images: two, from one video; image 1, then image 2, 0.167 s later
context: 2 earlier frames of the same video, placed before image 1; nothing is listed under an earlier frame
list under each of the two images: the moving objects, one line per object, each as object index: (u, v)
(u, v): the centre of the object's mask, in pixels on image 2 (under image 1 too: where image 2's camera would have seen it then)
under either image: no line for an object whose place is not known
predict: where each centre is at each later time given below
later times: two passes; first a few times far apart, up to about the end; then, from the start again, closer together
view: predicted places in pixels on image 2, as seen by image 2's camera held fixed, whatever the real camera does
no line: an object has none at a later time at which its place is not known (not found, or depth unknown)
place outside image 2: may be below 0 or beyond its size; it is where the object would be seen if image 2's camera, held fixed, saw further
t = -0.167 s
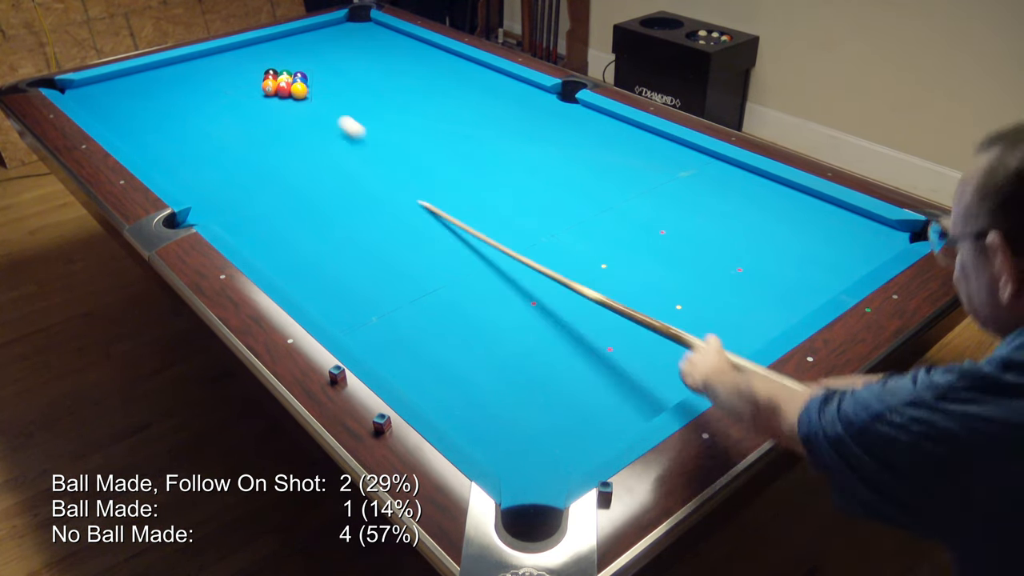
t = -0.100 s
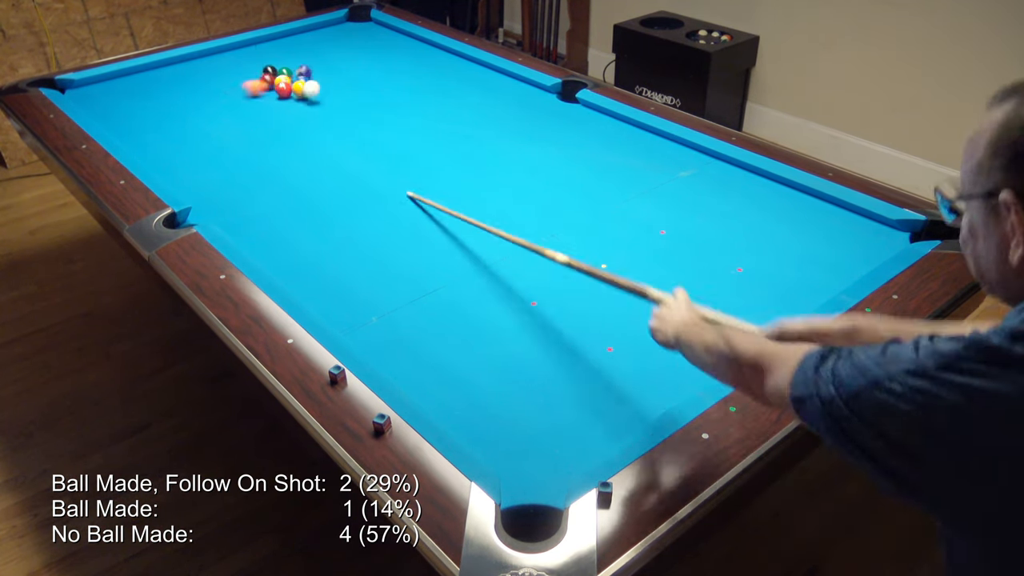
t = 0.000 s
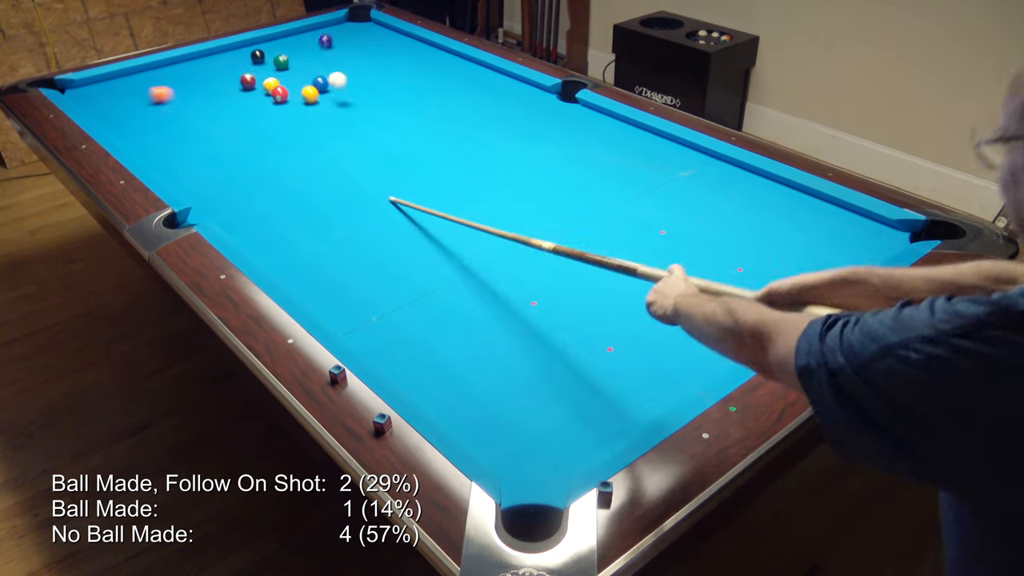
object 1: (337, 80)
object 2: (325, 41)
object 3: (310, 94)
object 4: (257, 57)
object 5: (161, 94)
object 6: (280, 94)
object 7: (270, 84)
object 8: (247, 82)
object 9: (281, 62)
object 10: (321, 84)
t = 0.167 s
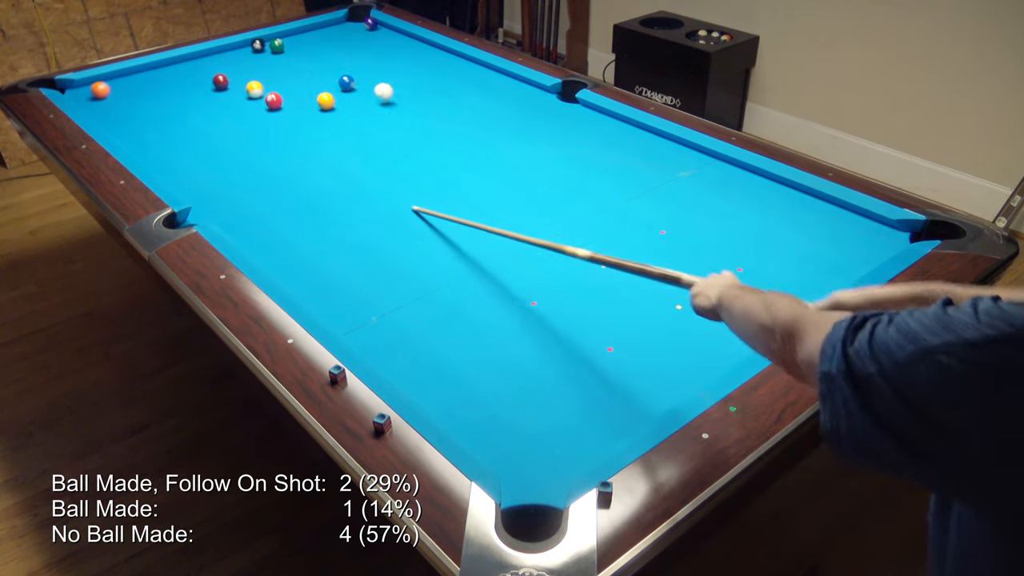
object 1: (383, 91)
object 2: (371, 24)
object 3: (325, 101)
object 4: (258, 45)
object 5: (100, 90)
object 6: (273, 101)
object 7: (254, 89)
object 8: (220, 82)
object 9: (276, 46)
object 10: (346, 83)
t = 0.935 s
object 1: (486, 68)
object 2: (383, 125)
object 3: (400, 130)
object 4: (343, 78)
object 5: (291, 44)
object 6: (246, 132)
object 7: (181, 105)
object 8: (102, 83)
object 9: (359, 44)
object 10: (456, 78)
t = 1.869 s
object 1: (439, 79)
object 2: (412, 369)
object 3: (491, 166)
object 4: (457, 121)
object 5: (379, 49)
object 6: (211, 165)
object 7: (105, 121)
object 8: (72, 85)
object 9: (453, 57)
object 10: (508, 88)
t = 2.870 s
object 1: (409, 85)
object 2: (541, 396)
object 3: (580, 203)
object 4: (592, 172)
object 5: (352, 95)
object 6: (192, 190)
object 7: (125, 114)
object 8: (74, 86)
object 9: (477, 82)
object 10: (510, 106)
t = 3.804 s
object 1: (399, 87)
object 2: (479, 333)
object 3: (652, 232)
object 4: (725, 222)
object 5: (326, 140)
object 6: (204, 190)
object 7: (128, 113)
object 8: (74, 86)
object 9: (494, 100)
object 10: (514, 113)
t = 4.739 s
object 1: (400, 87)
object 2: (445, 296)
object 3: (708, 252)
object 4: (858, 267)
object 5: (298, 184)
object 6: (204, 190)
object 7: (128, 113)
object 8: (74, 86)
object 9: (501, 110)
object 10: (517, 115)
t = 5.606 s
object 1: (400, 87)
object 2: (428, 277)
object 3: (738, 263)
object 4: (817, 246)
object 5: (274, 220)
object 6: (204, 190)
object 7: (128, 113)
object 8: (73, 86)
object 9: (500, 110)
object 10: (519, 115)
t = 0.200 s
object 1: (392, 94)
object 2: (371, 27)
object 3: (329, 102)
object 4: (263, 47)
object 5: (111, 85)
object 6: (272, 102)
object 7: (251, 90)
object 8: (215, 82)
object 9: (276, 43)
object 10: (352, 83)
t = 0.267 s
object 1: (407, 94)
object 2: (371, 35)
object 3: (335, 105)
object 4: (269, 50)
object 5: (129, 77)
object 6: (270, 105)
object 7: (244, 92)
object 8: (204, 82)
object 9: (276, 36)
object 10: (362, 82)
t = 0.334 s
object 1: (421, 93)
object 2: (373, 43)
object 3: (342, 107)
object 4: (277, 53)
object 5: (144, 70)
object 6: (267, 108)
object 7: (238, 93)
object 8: (193, 82)
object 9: (284, 37)
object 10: (372, 82)
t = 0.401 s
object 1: (432, 91)
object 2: (373, 50)
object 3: (348, 110)
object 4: (284, 55)
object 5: (159, 64)
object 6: (265, 110)
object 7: (231, 94)
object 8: (183, 82)
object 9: (293, 38)
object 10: (381, 82)
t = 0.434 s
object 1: (437, 90)
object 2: (374, 54)
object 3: (351, 111)
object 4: (287, 56)
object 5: (168, 62)
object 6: (264, 112)
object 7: (228, 95)
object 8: (178, 82)
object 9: (297, 38)
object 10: (387, 81)
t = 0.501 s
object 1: (445, 86)
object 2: (375, 62)
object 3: (358, 114)
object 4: (295, 59)
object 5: (186, 59)
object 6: (261, 114)
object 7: (222, 96)
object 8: (167, 82)
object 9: (305, 39)
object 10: (396, 81)
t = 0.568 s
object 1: (453, 83)
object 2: (376, 71)
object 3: (364, 116)
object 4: (302, 62)
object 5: (202, 57)
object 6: (259, 117)
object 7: (215, 98)
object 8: (157, 82)
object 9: (313, 40)
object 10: (406, 80)
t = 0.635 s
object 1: (460, 80)
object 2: (377, 79)
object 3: (371, 119)
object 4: (309, 65)
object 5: (219, 54)
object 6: (256, 120)
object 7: (209, 99)
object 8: (147, 83)
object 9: (322, 41)
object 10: (415, 80)
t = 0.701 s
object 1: (467, 76)
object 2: (378, 89)
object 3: (378, 121)
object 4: (317, 68)
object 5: (235, 52)
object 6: (254, 122)
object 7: (203, 100)
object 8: (137, 82)
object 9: (330, 41)
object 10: (424, 80)
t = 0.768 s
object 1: (474, 73)
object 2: (379, 99)
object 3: (384, 124)
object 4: (324, 71)
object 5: (252, 50)
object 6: (252, 125)
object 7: (196, 102)
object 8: (127, 82)
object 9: (338, 42)
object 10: (434, 79)
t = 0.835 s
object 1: (481, 71)
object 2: (381, 109)
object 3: (390, 127)
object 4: (332, 74)
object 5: (267, 47)
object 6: (249, 128)
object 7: (190, 103)
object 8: (117, 82)
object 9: (346, 43)
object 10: (443, 79)
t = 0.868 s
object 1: (485, 69)
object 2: (381, 114)
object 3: (394, 128)
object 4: (335, 75)
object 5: (276, 46)
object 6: (248, 129)
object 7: (187, 104)
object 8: (112, 83)
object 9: (350, 44)
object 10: (448, 79)
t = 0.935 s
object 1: (486, 68)
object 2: (383, 125)
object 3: (400, 130)
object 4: (343, 78)
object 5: (291, 44)
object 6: (246, 132)
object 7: (181, 105)
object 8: (102, 83)
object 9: (359, 44)
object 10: (456, 78)
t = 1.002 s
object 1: (481, 70)
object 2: (384, 136)
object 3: (407, 133)
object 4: (351, 81)
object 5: (306, 42)
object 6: (243, 134)
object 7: (175, 106)
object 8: (93, 83)
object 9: (366, 45)
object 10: (465, 78)
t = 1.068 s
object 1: (479, 68)
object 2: (386, 148)
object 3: (413, 136)
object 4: (359, 84)
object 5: (321, 39)
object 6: (241, 137)
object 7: (169, 108)
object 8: (82, 83)
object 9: (374, 46)
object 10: (474, 78)
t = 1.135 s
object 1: (472, 71)
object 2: (387, 161)
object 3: (420, 138)
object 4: (366, 87)
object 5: (335, 37)
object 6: (238, 139)
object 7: (163, 109)
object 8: (74, 85)
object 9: (382, 46)
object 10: (482, 77)
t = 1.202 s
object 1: (470, 72)
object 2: (389, 175)
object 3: (426, 141)
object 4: (374, 90)
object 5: (349, 35)
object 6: (235, 142)
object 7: (158, 110)
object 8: (69, 86)
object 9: (390, 47)
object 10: (491, 77)
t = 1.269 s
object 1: (467, 73)
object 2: (390, 189)
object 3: (433, 143)
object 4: (382, 93)
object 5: (363, 33)
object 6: (233, 145)
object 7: (152, 111)
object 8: (65, 87)
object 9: (398, 48)
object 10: (499, 77)
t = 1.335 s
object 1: (463, 74)
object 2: (392, 204)
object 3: (439, 146)
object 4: (391, 96)
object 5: (377, 31)
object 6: (231, 147)
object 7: (146, 113)
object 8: (62, 87)
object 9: (406, 49)
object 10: (507, 77)
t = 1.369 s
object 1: (462, 74)
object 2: (393, 212)
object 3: (443, 147)
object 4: (395, 97)
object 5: (384, 30)
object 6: (229, 148)
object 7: (144, 113)
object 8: (63, 87)
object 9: (409, 49)
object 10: (508, 77)
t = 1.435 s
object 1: (458, 75)
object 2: (395, 229)
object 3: (449, 149)
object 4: (403, 101)
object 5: (391, 30)
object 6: (227, 151)
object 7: (138, 114)
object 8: (65, 87)
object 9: (417, 50)
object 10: (508, 78)
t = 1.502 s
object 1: (455, 75)
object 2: (397, 246)
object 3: (456, 152)
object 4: (411, 104)
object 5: (389, 33)
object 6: (224, 153)
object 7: (133, 116)
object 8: (66, 87)
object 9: (425, 51)
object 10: (508, 80)
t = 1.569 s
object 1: (452, 76)
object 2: (400, 265)
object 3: (462, 155)
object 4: (419, 107)
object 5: (387, 36)
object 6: (222, 156)
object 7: (127, 117)
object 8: (67, 86)
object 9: (432, 51)
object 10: (508, 82)
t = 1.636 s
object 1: (449, 77)
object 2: (402, 286)
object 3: (469, 157)
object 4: (427, 110)
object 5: (385, 39)
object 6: (219, 158)
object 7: (122, 118)
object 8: (69, 86)
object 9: (440, 52)
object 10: (508, 84)
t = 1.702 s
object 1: (446, 77)
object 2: (404, 307)
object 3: (475, 160)
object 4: (436, 113)
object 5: (384, 42)
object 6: (217, 160)
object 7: (117, 119)
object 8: (70, 85)
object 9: (447, 52)
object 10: (508, 85)
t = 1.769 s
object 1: (443, 78)
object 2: (407, 330)
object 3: (481, 163)
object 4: (444, 116)
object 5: (382, 45)
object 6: (215, 163)
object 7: (112, 120)
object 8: (71, 85)
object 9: (450, 54)
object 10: (508, 86)
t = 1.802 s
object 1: (442, 78)
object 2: (409, 343)
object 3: (485, 163)
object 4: (448, 118)
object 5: (381, 47)
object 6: (214, 163)
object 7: (109, 121)
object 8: (72, 85)
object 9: (451, 55)
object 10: (508, 87)
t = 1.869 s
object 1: (439, 79)
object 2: (412, 369)
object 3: (491, 166)
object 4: (457, 121)
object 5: (379, 49)
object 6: (211, 165)
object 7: (105, 121)
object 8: (72, 85)
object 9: (453, 57)
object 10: (508, 88)
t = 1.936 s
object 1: (437, 79)
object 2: (424, 388)
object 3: (497, 169)
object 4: (465, 125)
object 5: (378, 53)
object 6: (209, 168)
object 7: (106, 121)
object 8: (73, 85)
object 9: (455, 59)
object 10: (508, 90)
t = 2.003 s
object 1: (434, 80)
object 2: (449, 396)
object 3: (503, 172)
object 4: (474, 128)
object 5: (376, 56)
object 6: (207, 170)
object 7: (108, 121)
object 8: (73, 85)
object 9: (456, 60)
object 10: (508, 91)
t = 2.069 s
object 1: (431, 80)
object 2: (474, 405)
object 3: (509, 174)
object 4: (483, 131)
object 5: (374, 59)
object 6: (204, 172)
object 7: (110, 120)
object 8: (73, 86)
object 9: (458, 62)
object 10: (508, 93)
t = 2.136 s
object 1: (429, 81)
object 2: (499, 415)
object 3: (515, 177)
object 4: (492, 134)
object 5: (373, 62)
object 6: (202, 175)
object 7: (112, 119)
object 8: (73, 86)
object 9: (460, 64)
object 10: (508, 94)
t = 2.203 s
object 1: (427, 81)
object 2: (524, 424)
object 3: (522, 179)
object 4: (501, 138)
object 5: (371, 65)
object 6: (200, 177)
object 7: (113, 119)
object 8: (74, 86)
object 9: (462, 66)
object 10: (508, 95)
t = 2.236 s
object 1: (426, 82)
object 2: (537, 428)
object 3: (525, 180)
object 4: (505, 139)
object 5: (370, 66)
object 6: (199, 178)
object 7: (114, 118)
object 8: (74, 86)
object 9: (462, 66)
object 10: (508, 96)
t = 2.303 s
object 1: (423, 82)
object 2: (563, 438)
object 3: (531, 183)
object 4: (514, 143)
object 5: (368, 69)
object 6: (197, 180)
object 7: (115, 118)
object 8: (74, 86)
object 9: (464, 68)
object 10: (509, 97)
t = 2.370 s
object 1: (421, 82)
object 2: (589, 447)
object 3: (537, 185)
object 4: (523, 146)
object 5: (366, 72)
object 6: (195, 182)
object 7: (117, 117)
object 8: (74, 86)
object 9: (466, 70)
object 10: (509, 98)
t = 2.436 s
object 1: (419, 83)
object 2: (582, 440)
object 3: (543, 188)
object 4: (532, 149)
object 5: (364, 75)
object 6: (193, 184)
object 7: (118, 116)
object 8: (74, 86)
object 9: (467, 71)
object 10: (509, 99)
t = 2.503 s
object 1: (418, 83)
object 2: (575, 432)
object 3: (548, 190)
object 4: (541, 153)
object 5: (363, 78)
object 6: (190, 187)
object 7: (120, 116)
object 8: (74, 86)
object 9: (469, 73)
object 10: (509, 100)
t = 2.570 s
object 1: (416, 84)
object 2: (568, 425)
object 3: (554, 193)
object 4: (550, 156)
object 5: (361, 81)
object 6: (189, 188)
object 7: (121, 116)
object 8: (74, 86)
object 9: (471, 75)
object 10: (509, 101)
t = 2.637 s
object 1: (414, 84)
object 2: (561, 418)
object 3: (560, 195)
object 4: (560, 160)
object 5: (359, 85)
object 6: (187, 190)
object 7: (122, 115)
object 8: (74, 86)
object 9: (472, 76)
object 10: (509, 103)
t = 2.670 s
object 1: (413, 84)
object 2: (558, 415)
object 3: (563, 197)
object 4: (564, 161)
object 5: (358, 86)
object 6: (187, 190)
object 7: (123, 115)
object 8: (74, 86)
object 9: (473, 77)
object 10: (509, 103)
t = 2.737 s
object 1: (411, 84)
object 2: (552, 408)
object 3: (568, 199)
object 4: (574, 165)
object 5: (356, 89)
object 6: (189, 191)
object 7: (124, 115)
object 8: (74, 86)
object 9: (474, 79)
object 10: (510, 104)
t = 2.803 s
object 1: (410, 85)
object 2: (546, 403)
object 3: (574, 201)
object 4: (583, 168)
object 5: (354, 92)
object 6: (190, 190)
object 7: (125, 114)
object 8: (74, 86)
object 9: (476, 80)
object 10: (510, 105)
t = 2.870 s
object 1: (409, 85)
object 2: (541, 396)
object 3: (580, 203)
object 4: (592, 172)
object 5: (352, 95)
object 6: (192, 190)
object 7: (125, 114)
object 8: (74, 86)
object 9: (477, 82)
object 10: (510, 106)
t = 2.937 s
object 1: (408, 85)
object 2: (535, 391)
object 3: (585, 206)
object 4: (601, 175)
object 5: (350, 99)
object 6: (194, 190)
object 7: (126, 114)
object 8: (74, 86)
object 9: (479, 83)
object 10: (510, 106)
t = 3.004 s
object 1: (406, 86)
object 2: (530, 385)
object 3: (591, 208)
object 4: (611, 179)
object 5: (349, 102)
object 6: (195, 190)
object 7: (127, 114)
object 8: (74, 86)
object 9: (480, 84)
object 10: (511, 107)
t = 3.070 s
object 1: (405, 86)
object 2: (525, 380)
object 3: (596, 210)
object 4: (620, 182)
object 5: (347, 105)
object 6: (197, 190)
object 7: (128, 114)
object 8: (74, 86)
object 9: (482, 86)
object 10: (511, 108)
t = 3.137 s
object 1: (404, 86)
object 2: (520, 375)
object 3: (602, 212)
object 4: (629, 186)
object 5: (345, 108)
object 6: (198, 190)
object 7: (128, 114)
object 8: (74, 86)
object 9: (483, 87)
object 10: (511, 109)
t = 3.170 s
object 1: (404, 86)
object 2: (517, 372)
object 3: (604, 213)
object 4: (634, 188)
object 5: (344, 110)
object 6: (199, 190)
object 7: (128, 113)
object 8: (74, 86)
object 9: (483, 88)
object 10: (511, 109)
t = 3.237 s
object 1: (402, 86)
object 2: (512, 367)
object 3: (610, 215)
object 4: (644, 191)
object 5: (342, 113)
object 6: (200, 190)
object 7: (129, 113)
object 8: (74, 86)
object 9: (485, 89)
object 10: (512, 110)
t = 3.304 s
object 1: (402, 86)
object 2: (508, 362)
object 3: (615, 218)
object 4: (653, 195)
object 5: (340, 116)
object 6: (201, 191)
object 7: (129, 113)
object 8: (74, 86)
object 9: (486, 91)
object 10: (512, 110)
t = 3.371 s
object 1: (401, 87)
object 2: (503, 358)
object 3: (620, 220)
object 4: (662, 198)
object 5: (338, 119)
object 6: (202, 191)
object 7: (129, 113)
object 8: (74, 86)
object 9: (487, 92)
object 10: (512, 111)
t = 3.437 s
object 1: (401, 87)
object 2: (499, 354)
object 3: (625, 221)
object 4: (672, 202)
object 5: (336, 122)
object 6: (202, 191)
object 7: (128, 113)
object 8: (74, 86)
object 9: (488, 93)
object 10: (512, 111)
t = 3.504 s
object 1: (400, 87)
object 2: (495, 350)
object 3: (630, 223)
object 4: (682, 205)
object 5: (334, 126)
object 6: (203, 191)
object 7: (128, 113)
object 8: (74, 86)
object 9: (489, 94)
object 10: (513, 112)
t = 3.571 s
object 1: (400, 87)
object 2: (491, 346)
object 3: (635, 225)
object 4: (691, 209)
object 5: (332, 129)
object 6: (203, 191)
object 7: (128, 113)
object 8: (74, 86)
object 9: (491, 96)
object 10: (513, 112)
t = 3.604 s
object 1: (400, 87)
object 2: (489, 344)
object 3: (637, 226)
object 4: (696, 211)
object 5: (331, 130)
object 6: (204, 191)
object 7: (128, 113)
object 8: (74, 86)
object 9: (491, 97)
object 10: (513, 112)
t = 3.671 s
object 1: (400, 87)
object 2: (486, 340)
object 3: (642, 228)
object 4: (706, 214)
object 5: (329, 134)
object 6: (204, 191)
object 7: (128, 113)
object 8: (74, 86)
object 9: (492, 98)
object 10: (513, 113)
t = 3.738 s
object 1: (399, 87)
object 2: (482, 336)
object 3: (647, 230)
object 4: (715, 218)
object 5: (328, 137)
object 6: (204, 191)
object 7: (128, 113)
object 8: (74, 86)
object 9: (493, 99)
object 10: (513, 113)
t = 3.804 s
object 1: (399, 87)
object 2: (479, 333)
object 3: (652, 232)
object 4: (725, 222)
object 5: (326, 140)
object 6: (204, 190)
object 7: (128, 113)
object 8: (74, 86)
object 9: (494, 100)
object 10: (514, 113)
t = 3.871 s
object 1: (399, 87)
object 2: (476, 329)
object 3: (656, 233)
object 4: (735, 225)
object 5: (324, 143)
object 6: (204, 190)
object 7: (128, 113)
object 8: (74, 86)
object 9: (495, 101)
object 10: (514, 114)
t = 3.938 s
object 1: (400, 87)
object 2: (472, 326)
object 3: (661, 235)
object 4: (744, 228)
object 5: (322, 146)
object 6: (204, 190)
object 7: (128, 113)
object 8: (74, 86)
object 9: (496, 102)
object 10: (514, 114)
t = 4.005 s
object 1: (400, 87)
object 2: (469, 323)
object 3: (666, 237)
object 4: (754, 232)
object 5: (320, 149)
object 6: (204, 190)
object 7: (128, 113)
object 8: (74, 86)
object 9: (497, 103)
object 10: (514, 114)
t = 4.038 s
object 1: (400, 87)
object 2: (468, 321)
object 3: (668, 238)
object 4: (759, 234)
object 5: (319, 151)
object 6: (204, 190)
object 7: (128, 113)
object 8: (74, 86)
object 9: (497, 104)
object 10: (514, 114)
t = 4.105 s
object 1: (400, 87)
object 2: (465, 318)
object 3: (672, 240)
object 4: (769, 237)
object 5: (317, 154)
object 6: (204, 190)
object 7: (128, 113)
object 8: (74, 86)
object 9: (498, 104)
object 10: (515, 114)
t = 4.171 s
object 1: (400, 87)
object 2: (463, 316)
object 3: (677, 241)
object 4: (778, 240)
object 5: (315, 158)
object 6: (204, 190)
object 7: (128, 113)
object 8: (74, 86)
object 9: (499, 105)
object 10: (515, 114)
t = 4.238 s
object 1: (400, 87)
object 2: (460, 314)
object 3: (681, 242)
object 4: (788, 244)
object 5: (313, 160)
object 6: (204, 190)
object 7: (128, 113)
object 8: (74, 86)
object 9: (499, 106)
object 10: (515, 114)
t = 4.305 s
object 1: (400, 87)
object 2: (457, 310)
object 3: (685, 244)
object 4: (797, 247)
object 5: (311, 164)
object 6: (204, 190)
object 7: (128, 113)
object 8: (74, 86)
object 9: (500, 107)
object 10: (515, 114)
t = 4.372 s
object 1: (400, 87)
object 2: (455, 308)
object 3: (689, 245)
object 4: (807, 251)
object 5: (309, 167)
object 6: (204, 190)
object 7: (128, 113)
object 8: (74, 86)
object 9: (500, 108)
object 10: (515, 114)
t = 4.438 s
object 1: (400, 87)
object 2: (453, 305)
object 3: (693, 246)
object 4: (817, 254)
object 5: (307, 170)
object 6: (204, 190)
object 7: (128, 113)
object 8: (74, 86)
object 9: (501, 108)
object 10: (515, 114)
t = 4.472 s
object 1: (400, 87)
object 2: (452, 304)
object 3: (695, 247)
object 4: (821, 256)
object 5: (306, 171)
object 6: (204, 190)
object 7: (128, 113)
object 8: (74, 86)
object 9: (501, 109)
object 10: (515, 114)
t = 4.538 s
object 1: (400, 87)
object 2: (450, 302)
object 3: (698, 248)
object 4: (831, 260)
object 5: (304, 174)
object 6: (204, 190)
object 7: (128, 113)
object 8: (74, 86)
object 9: (501, 109)
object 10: (516, 114)
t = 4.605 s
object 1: (400, 87)
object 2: (448, 299)
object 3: (702, 249)
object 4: (840, 263)
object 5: (302, 178)
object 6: (204, 190)
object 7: (128, 113)
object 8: (74, 86)
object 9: (500, 110)
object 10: (516, 114)
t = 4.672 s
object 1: (400, 87)
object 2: (447, 297)
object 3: (705, 251)
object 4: (850, 266)
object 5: (300, 180)
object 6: (204, 190)
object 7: (128, 113)
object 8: (74, 86)
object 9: (501, 110)
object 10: (516, 115)
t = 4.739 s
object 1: (400, 87)
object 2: (445, 296)
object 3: (708, 252)
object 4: (858, 267)
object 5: (298, 184)
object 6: (204, 190)
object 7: (128, 113)
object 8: (74, 86)
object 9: (501, 110)
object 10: (517, 115)
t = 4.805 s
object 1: (400, 87)
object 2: (443, 294)
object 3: (712, 253)
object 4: (855, 267)
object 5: (296, 186)
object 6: (204, 190)
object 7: (128, 113)
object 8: (74, 86)
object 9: (500, 110)
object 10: (518, 115)
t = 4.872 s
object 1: (400, 87)
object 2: (442, 291)
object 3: (715, 254)
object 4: (851, 265)
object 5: (294, 189)
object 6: (204, 190)
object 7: (128, 113)
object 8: (74, 86)
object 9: (500, 110)
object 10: (518, 115)
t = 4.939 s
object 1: (400, 87)
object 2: (441, 289)
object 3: (718, 254)
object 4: (847, 263)
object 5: (292, 192)
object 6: (204, 190)
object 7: (128, 113)
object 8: (74, 86)
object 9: (500, 110)
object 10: (518, 115)
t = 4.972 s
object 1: (400, 87)
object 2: (440, 289)
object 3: (719, 255)
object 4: (845, 262)
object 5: (292, 194)
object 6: (204, 190)
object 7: (128, 113)
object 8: (74, 86)
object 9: (500, 110)
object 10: (519, 115)
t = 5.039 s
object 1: (400, 87)
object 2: (438, 287)
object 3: (722, 256)
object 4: (842, 260)
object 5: (290, 197)
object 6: (204, 190)
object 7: (128, 113)
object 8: (74, 86)
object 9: (500, 110)
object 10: (519, 115)
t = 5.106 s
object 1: (400, 87)
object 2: (437, 285)
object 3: (724, 257)
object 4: (838, 258)
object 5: (288, 199)
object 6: (204, 190)
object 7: (128, 113)
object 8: (74, 86)
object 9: (500, 110)
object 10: (519, 115)
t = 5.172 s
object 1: (400, 87)
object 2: (436, 284)
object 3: (727, 257)
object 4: (835, 256)
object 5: (286, 202)
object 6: (204, 190)
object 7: (128, 113)
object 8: (74, 86)
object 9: (500, 110)
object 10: (519, 115)
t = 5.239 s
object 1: (400, 87)
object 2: (435, 283)
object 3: (729, 259)
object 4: (831, 254)
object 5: (284, 205)
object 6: (204, 190)
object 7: (128, 113)
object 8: (74, 86)
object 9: (500, 110)
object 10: (519, 115)
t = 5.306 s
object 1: (400, 87)
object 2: (433, 282)
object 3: (731, 259)
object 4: (828, 253)
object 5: (282, 208)
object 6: (204, 190)
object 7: (128, 113)
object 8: (74, 86)
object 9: (500, 110)
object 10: (519, 115)
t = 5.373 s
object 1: (400, 87)
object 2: (432, 281)
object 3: (733, 260)
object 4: (826, 251)
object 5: (280, 210)
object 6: (204, 190)
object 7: (128, 113)
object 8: (74, 86)
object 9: (500, 110)
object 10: (519, 115)
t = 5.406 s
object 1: (400, 87)
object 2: (431, 280)
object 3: (734, 260)
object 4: (824, 250)
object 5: (280, 212)
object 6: (204, 190)
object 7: (128, 113)
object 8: (74, 86)
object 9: (500, 110)
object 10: (519, 115)
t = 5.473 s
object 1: (400, 87)
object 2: (430, 279)
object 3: (736, 261)
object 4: (821, 249)
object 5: (278, 215)
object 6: (204, 190)
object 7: (128, 113)
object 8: (74, 86)
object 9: (500, 110)
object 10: (519, 115)
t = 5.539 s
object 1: (400, 87)
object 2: (429, 278)
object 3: (737, 262)
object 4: (819, 247)
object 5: (276, 217)
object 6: (204, 190)
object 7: (128, 113)
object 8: (74, 86)
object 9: (500, 110)
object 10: (519, 115)
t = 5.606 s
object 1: (400, 87)
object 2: (428, 277)
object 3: (738, 263)
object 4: (817, 246)
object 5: (274, 220)
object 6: (204, 190)
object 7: (128, 113)
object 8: (73, 86)
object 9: (500, 110)
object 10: (519, 115)
